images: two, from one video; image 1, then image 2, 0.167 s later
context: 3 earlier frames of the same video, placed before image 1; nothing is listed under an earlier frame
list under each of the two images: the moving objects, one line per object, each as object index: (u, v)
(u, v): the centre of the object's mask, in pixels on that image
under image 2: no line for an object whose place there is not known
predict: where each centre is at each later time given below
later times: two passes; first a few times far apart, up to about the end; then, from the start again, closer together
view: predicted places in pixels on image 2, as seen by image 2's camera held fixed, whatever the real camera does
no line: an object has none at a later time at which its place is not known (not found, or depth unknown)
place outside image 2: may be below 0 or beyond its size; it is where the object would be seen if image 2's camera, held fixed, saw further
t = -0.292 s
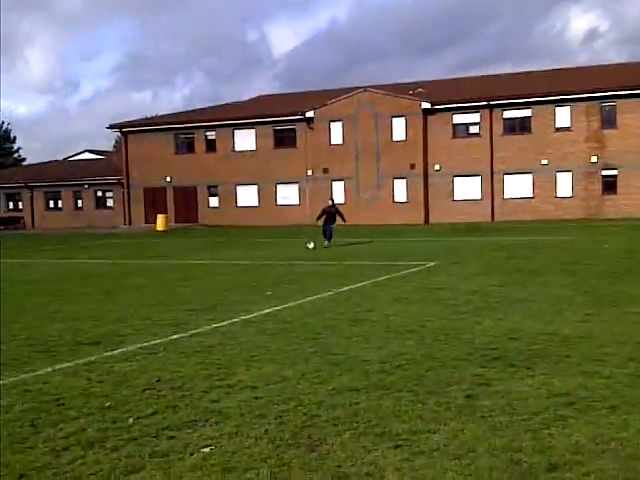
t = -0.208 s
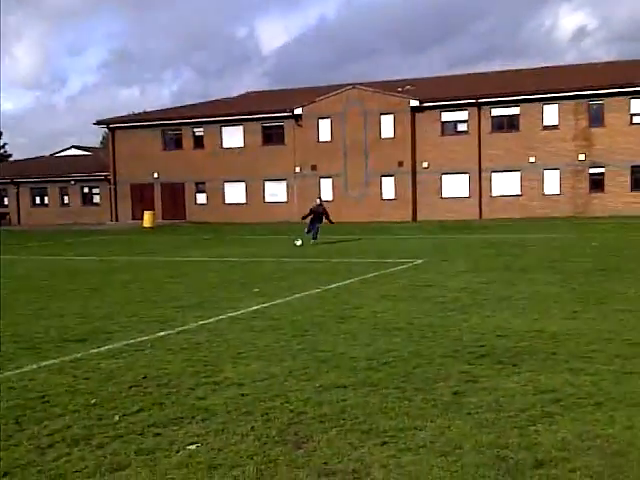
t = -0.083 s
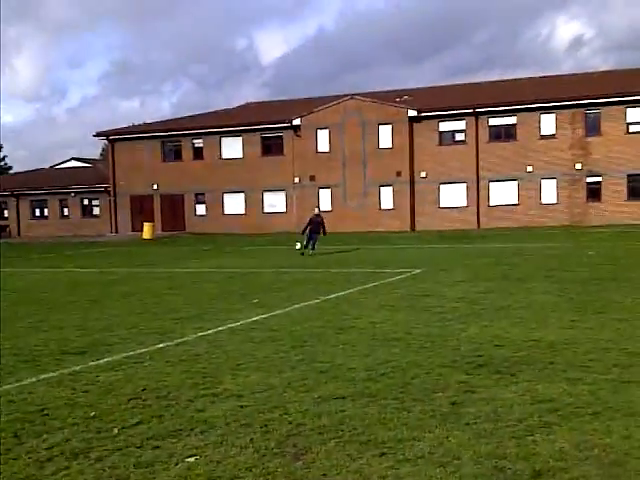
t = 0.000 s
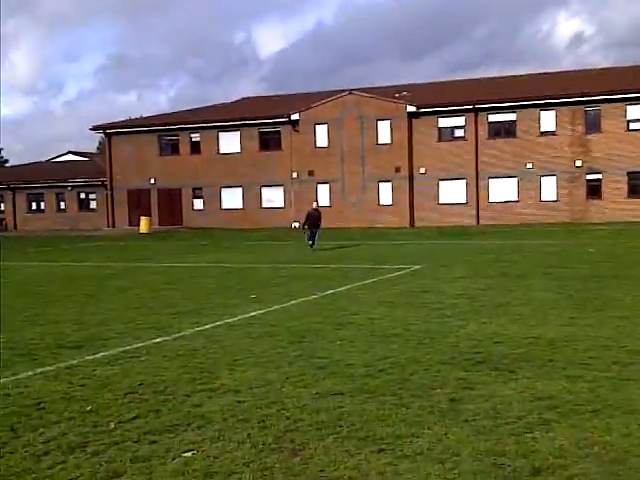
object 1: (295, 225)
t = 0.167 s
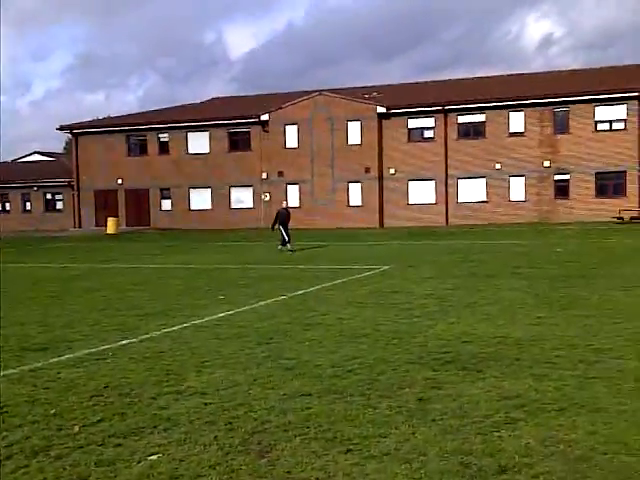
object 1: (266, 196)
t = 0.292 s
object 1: (266, 177)
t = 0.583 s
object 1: (270, 145)
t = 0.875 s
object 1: (275, 140)
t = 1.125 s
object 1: (290, 173)
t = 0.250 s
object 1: (267, 183)
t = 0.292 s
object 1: (266, 177)
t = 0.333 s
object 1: (267, 173)
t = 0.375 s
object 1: (268, 167)
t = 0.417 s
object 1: (268, 162)
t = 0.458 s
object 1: (269, 156)
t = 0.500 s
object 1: (270, 152)
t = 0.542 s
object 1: (271, 148)
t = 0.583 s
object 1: (270, 145)
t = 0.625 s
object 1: (270, 142)
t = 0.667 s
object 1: (270, 139)
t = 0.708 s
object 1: (270, 138)
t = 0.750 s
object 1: (271, 137)
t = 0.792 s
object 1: (272, 137)
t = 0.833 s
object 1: (273, 138)
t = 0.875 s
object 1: (275, 140)
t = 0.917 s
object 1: (277, 143)
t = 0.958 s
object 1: (281, 147)
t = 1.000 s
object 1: (284, 152)
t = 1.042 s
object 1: (284, 157)
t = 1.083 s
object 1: (286, 164)
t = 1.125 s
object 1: (290, 173)
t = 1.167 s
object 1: (294, 184)
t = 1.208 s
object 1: (299, 195)
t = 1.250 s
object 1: (303, 211)
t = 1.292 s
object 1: (308, 227)
